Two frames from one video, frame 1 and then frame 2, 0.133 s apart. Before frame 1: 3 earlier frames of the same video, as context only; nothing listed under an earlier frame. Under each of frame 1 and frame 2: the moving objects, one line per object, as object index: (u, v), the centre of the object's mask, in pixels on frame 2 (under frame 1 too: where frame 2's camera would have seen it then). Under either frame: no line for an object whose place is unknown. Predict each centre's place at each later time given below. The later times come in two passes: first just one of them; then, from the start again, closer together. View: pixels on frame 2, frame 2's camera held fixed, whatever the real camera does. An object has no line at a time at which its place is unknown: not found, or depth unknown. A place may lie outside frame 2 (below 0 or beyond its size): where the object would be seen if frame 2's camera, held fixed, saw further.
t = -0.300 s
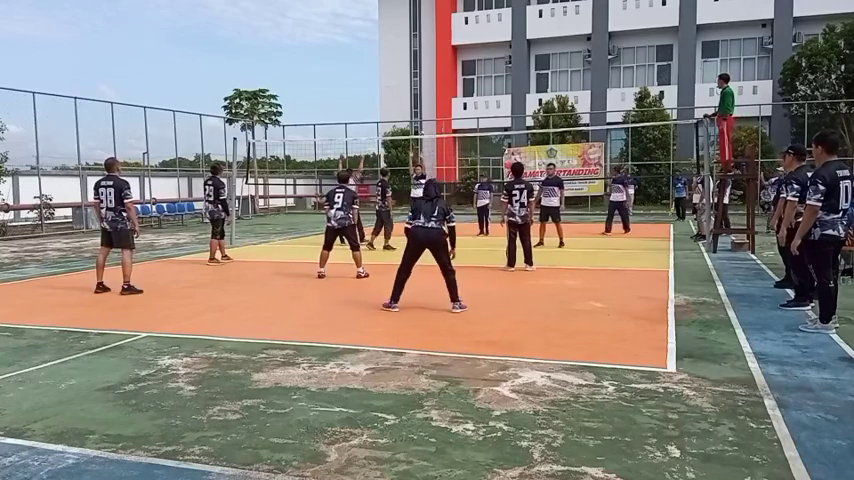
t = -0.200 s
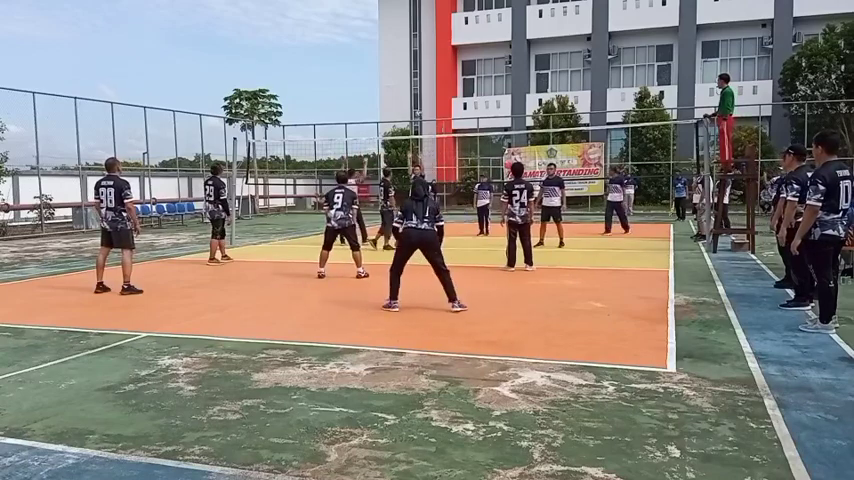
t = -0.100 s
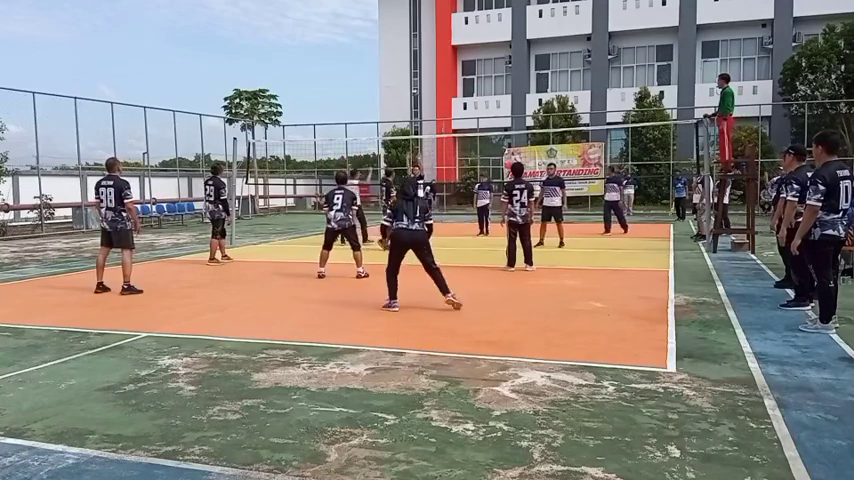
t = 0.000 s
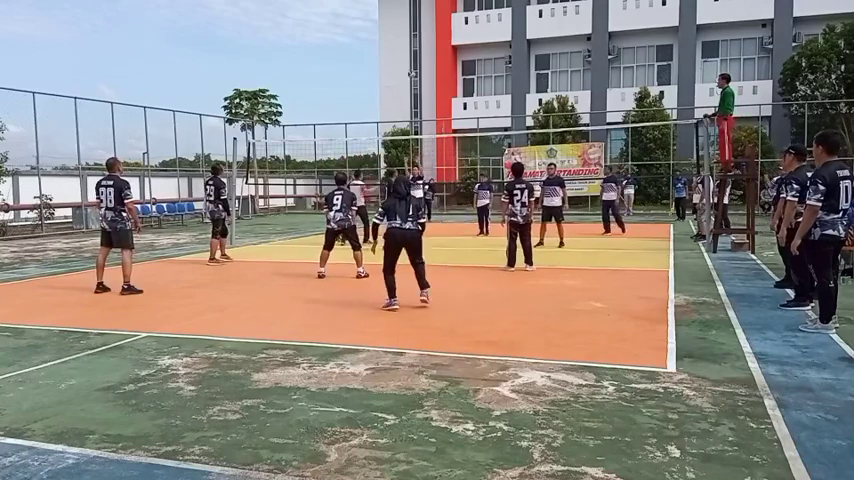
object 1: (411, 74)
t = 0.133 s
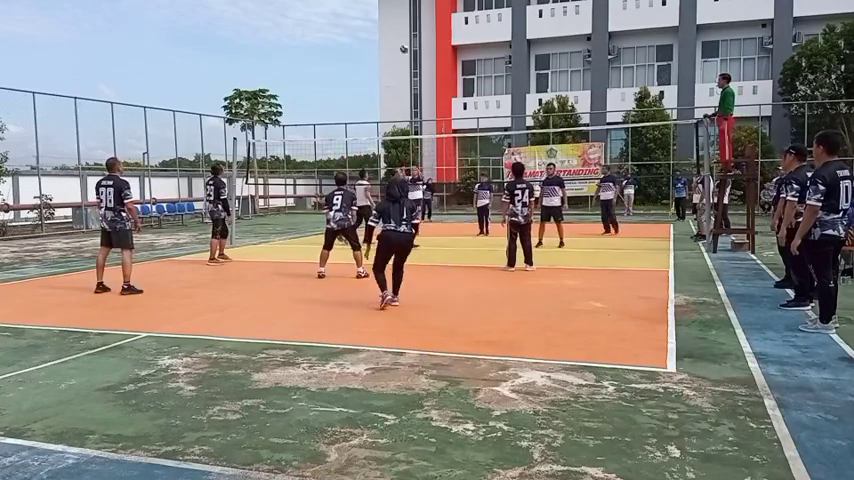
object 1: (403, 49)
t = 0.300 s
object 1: (391, 23)
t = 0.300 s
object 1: (391, 23)
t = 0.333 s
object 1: (388, 19)
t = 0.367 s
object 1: (385, 15)
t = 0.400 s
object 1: (381, 11)
